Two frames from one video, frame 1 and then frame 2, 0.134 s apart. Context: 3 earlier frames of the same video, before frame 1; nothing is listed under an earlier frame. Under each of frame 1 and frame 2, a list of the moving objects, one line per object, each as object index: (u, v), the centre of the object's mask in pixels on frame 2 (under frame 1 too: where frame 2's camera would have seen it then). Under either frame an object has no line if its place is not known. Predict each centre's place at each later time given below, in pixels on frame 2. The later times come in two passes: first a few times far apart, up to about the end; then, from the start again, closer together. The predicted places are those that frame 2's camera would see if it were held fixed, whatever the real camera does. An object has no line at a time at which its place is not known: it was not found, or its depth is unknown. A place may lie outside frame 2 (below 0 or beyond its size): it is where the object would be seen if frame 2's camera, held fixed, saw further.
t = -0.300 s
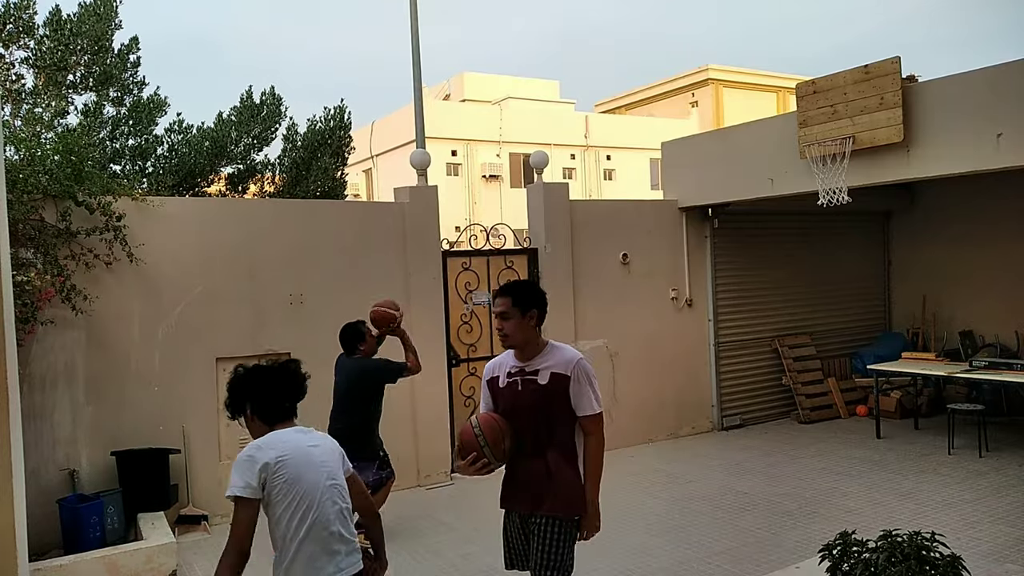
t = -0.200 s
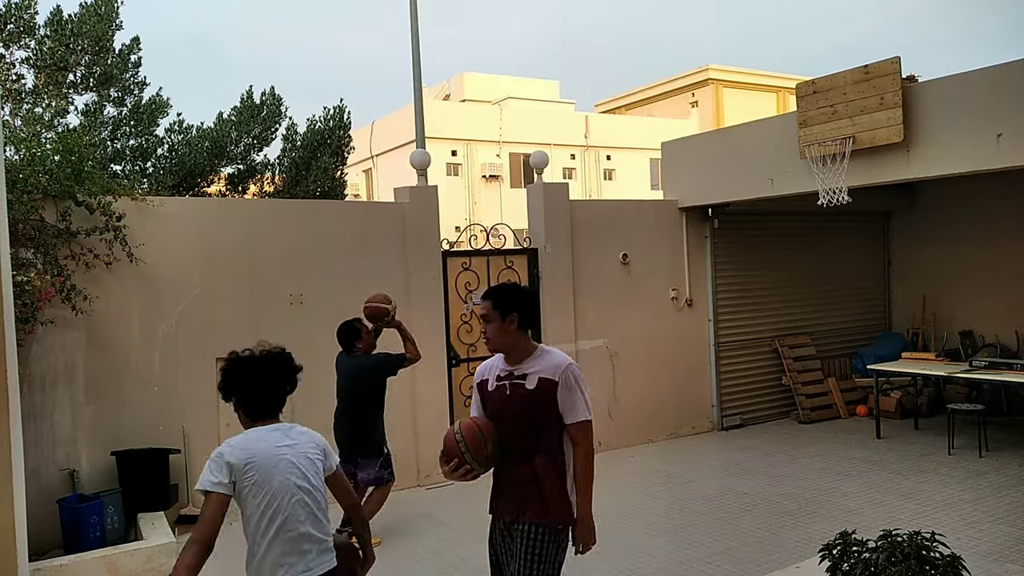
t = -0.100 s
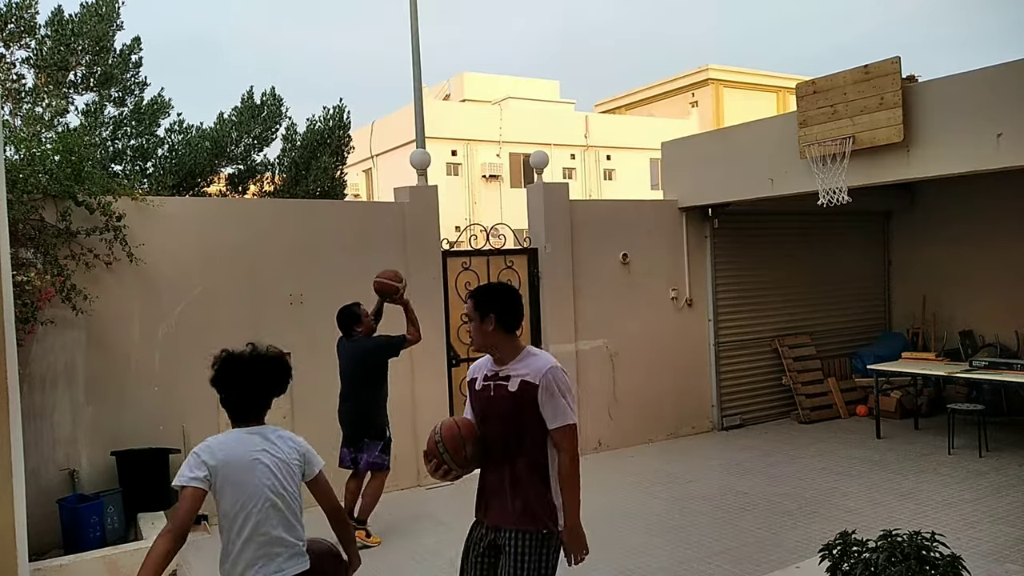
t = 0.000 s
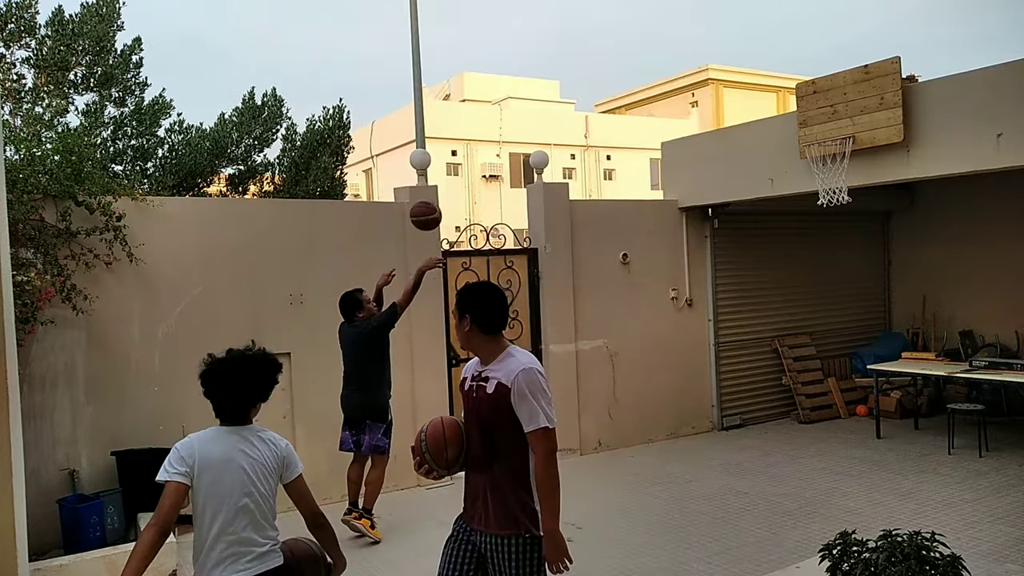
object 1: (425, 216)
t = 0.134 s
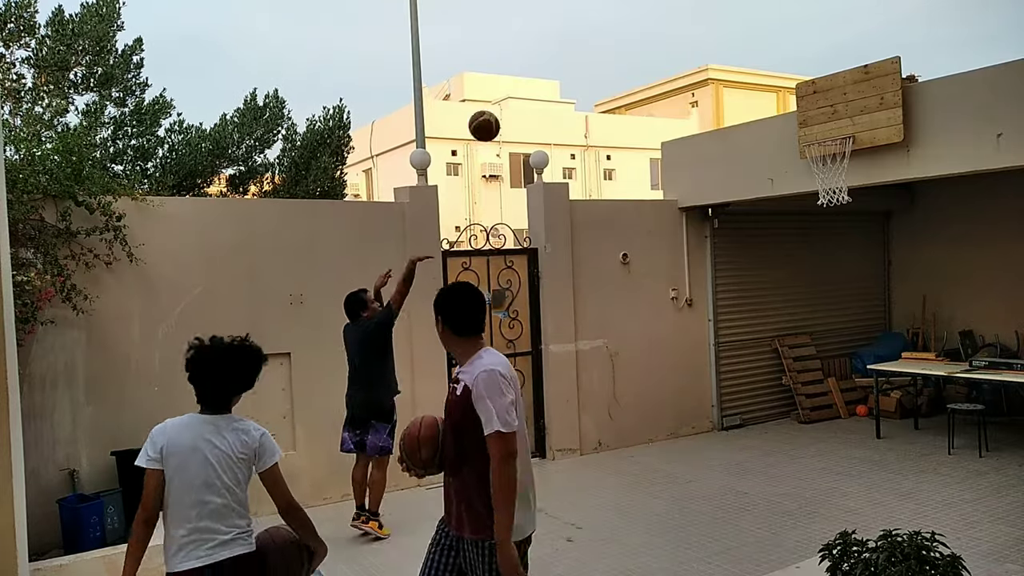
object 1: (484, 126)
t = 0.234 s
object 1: (528, 74)
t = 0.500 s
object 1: (641, 9)
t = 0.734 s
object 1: (739, 18)
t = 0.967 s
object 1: (833, 99)
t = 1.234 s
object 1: (875, 77)
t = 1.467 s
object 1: (884, 88)
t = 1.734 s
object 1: (899, 190)
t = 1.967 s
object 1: (914, 367)
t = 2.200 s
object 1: (932, 420)
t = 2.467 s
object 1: (957, 265)
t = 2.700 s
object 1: (982, 202)
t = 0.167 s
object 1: (498, 107)
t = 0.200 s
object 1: (513, 90)
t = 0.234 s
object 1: (528, 74)
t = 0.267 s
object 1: (542, 61)
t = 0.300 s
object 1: (556, 48)
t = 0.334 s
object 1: (570, 37)
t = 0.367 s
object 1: (585, 28)
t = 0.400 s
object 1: (599, 20)
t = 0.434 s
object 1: (613, 14)
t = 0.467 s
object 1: (627, 11)
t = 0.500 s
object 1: (641, 9)
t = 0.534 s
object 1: (656, 8)
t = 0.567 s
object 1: (669, 7)
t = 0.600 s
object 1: (683, 8)
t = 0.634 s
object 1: (697, 8)
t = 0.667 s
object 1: (711, 10)
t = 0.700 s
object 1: (725, 13)
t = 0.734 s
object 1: (739, 18)
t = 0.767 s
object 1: (752, 25)
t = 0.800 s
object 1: (766, 34)
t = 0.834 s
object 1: (780, 44)
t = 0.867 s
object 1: (793, 56)
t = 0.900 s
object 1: (806, 69)
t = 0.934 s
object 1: (820, 83)
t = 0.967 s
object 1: (833, 99)
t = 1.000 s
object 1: (846, 115)
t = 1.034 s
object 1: (854, 120)
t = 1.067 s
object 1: (859, 110)
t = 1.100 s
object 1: (863, 100)
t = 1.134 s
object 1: (867, 92)
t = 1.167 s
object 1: (871, 86)
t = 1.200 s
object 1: (874, 81)
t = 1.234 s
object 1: (875, 77)
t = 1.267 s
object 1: (875, 74)
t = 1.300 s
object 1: (877, 73)
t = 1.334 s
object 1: (879, 73)
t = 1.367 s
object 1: (879, 75)
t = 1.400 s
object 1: (881, 78)
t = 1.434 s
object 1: (882, 83)
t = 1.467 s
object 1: (884, 88)
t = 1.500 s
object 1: (885, 95)
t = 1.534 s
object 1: (888, 103)
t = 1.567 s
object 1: (890, 114)
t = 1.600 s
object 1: (892, 126)
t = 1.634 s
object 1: (893, 140)
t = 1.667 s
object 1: (895, 155)
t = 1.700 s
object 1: (897, 171)
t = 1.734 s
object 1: (899, 190)
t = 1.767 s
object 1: (901, 209)
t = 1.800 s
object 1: (904, 231)
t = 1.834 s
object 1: (906, 255)
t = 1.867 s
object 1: (907, 279)
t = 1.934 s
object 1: (912, 336)
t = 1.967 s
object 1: (914, 367)
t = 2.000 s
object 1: (917, 399)
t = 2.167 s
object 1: (930, 445)
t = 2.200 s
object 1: (932, 420)
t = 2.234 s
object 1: (935, 397)
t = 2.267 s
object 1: (940, 375)
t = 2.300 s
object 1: (942, 353)
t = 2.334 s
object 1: (945, 334)
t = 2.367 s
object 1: (948, 314)
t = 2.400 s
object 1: (951, 296)
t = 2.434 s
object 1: (954, 280)
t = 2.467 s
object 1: (957, 265)
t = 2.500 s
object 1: (960, 252)
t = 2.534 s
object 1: (963, 240)
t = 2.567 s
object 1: (968, 230)
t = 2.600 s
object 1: (972, 221)
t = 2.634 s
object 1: (975, 213)
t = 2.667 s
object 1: (979, 207)
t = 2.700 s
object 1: (982, 202)
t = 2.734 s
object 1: (987, 200)
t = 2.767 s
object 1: (990, 198)
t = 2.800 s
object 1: (994, 198)
